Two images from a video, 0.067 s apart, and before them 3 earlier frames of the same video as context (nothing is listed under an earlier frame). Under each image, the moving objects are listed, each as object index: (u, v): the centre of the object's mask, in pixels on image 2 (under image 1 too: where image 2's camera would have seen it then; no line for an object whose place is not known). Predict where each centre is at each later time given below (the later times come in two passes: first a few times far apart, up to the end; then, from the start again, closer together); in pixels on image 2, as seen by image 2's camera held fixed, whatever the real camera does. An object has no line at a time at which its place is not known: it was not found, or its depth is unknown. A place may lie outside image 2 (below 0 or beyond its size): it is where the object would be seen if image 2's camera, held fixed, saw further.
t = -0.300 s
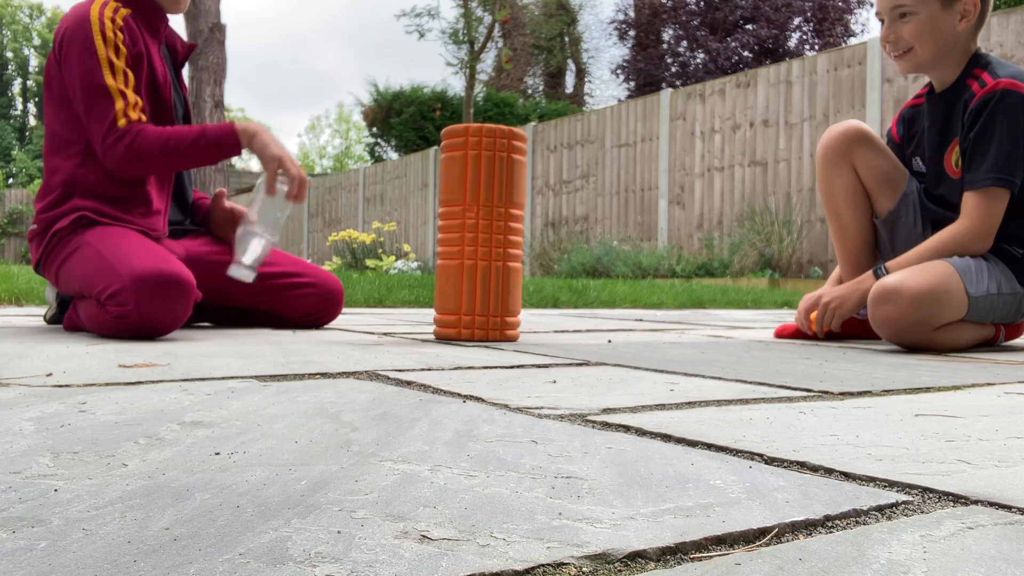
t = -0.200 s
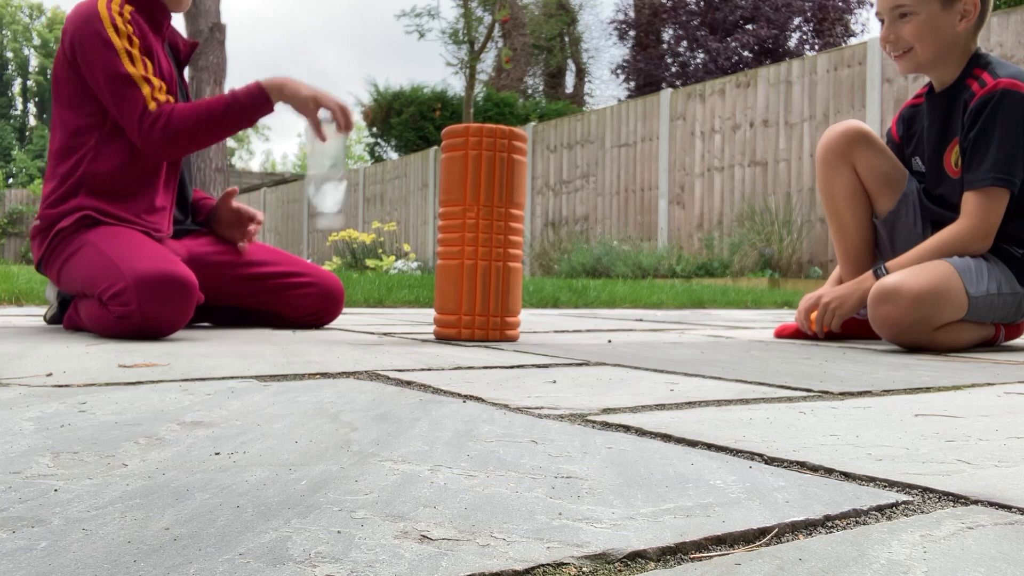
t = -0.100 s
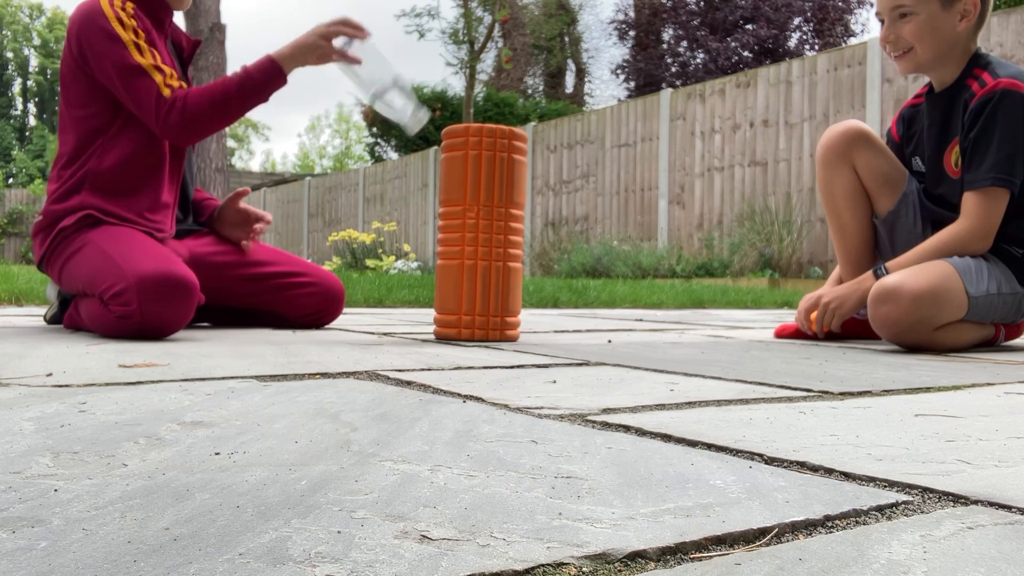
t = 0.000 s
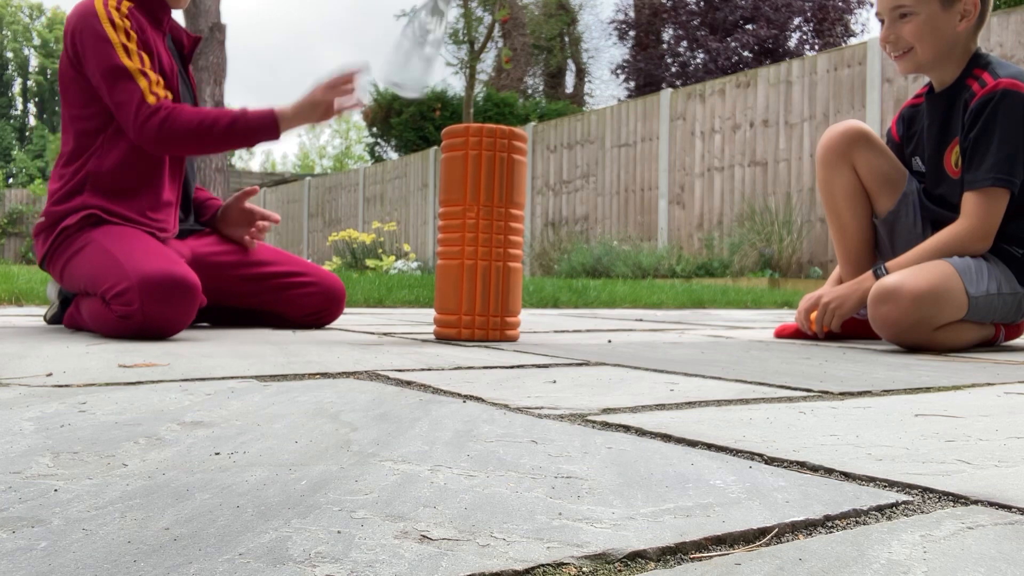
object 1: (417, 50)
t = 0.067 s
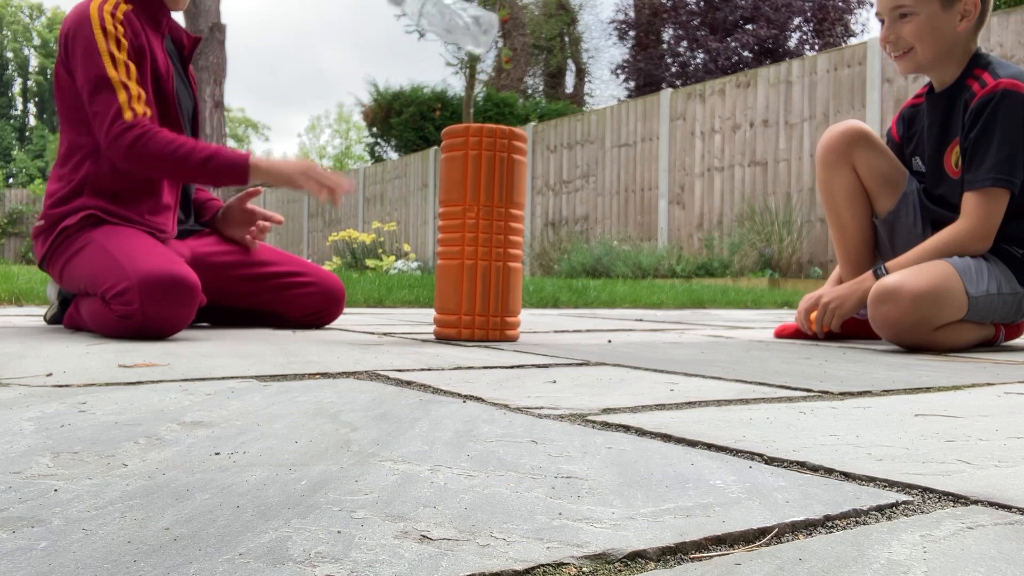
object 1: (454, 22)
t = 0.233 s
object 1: (491, 88)
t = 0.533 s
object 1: (591, 247)
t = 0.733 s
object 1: (632, 326)
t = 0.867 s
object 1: (639, 325)
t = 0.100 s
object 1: (455, 21)
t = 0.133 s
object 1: (466, 33)
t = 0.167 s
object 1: (476, 54)
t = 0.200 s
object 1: (486, 74)
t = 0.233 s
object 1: (491, 88)
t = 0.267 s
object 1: (497, 106)
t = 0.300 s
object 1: (507, 102)
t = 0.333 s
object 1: (520, 101)
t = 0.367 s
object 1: (532, 107)
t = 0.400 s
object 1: (543, 120)
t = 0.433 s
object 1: (555, 139)
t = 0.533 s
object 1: (591, 247)
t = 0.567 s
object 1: (602, 296)
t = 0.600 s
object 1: (607, 319)
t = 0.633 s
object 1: (611, 313)
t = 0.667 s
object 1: (621, 312)
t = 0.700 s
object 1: (628, 316)
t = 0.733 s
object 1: (632, 326)
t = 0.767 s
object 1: (637, 322)
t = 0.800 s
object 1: (639, 324)
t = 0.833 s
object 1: (640, 324)
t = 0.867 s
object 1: (639, 325)
